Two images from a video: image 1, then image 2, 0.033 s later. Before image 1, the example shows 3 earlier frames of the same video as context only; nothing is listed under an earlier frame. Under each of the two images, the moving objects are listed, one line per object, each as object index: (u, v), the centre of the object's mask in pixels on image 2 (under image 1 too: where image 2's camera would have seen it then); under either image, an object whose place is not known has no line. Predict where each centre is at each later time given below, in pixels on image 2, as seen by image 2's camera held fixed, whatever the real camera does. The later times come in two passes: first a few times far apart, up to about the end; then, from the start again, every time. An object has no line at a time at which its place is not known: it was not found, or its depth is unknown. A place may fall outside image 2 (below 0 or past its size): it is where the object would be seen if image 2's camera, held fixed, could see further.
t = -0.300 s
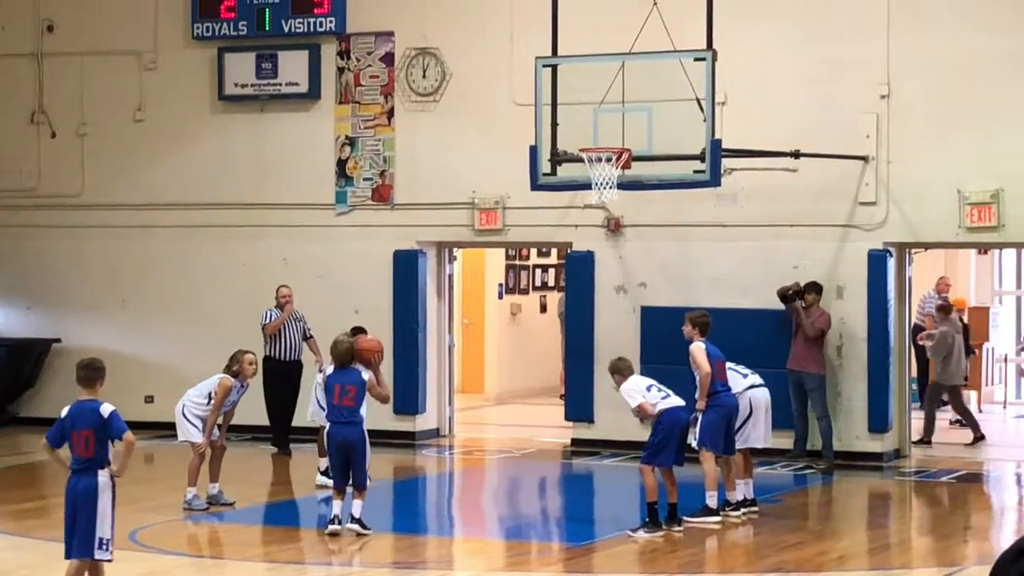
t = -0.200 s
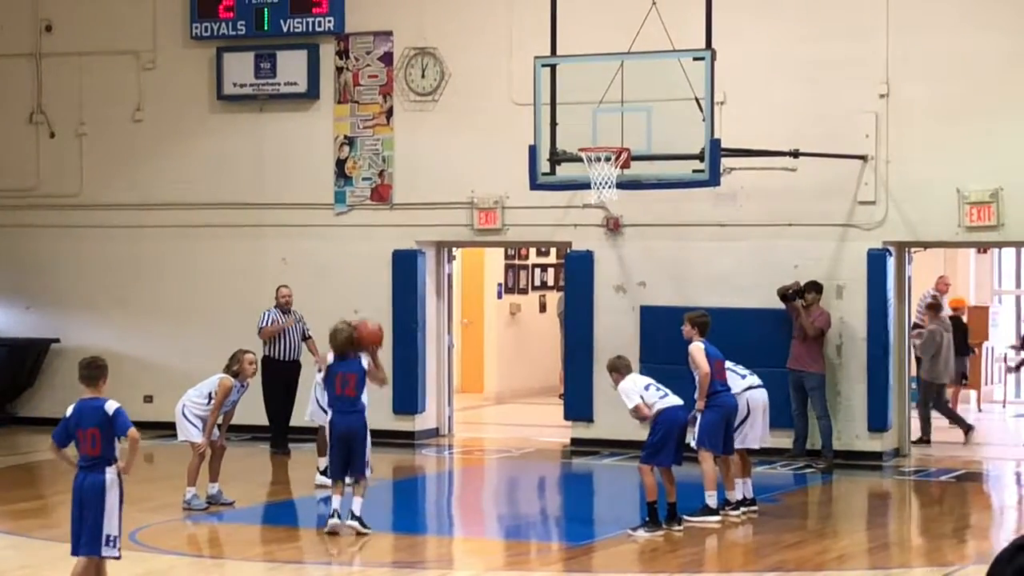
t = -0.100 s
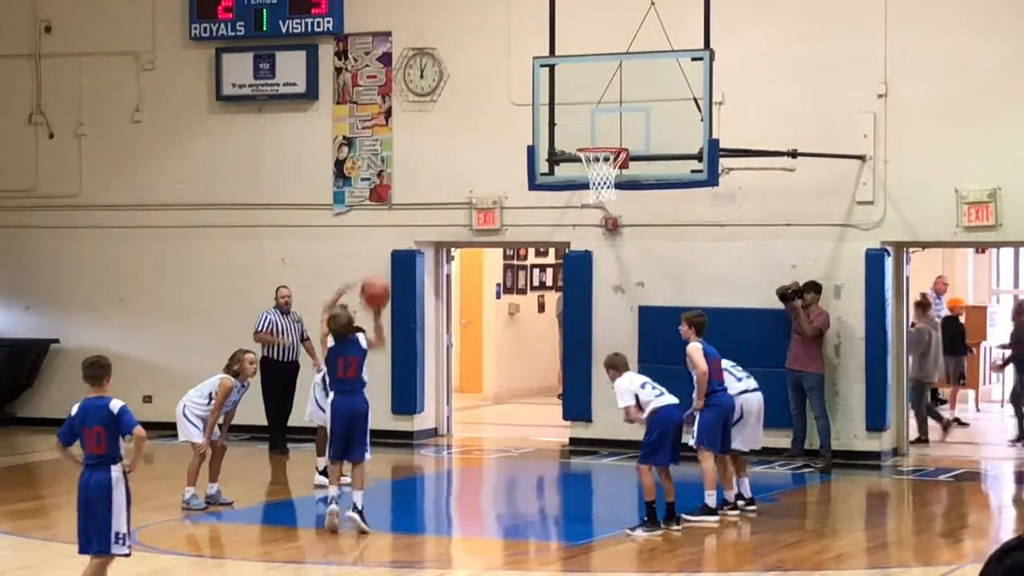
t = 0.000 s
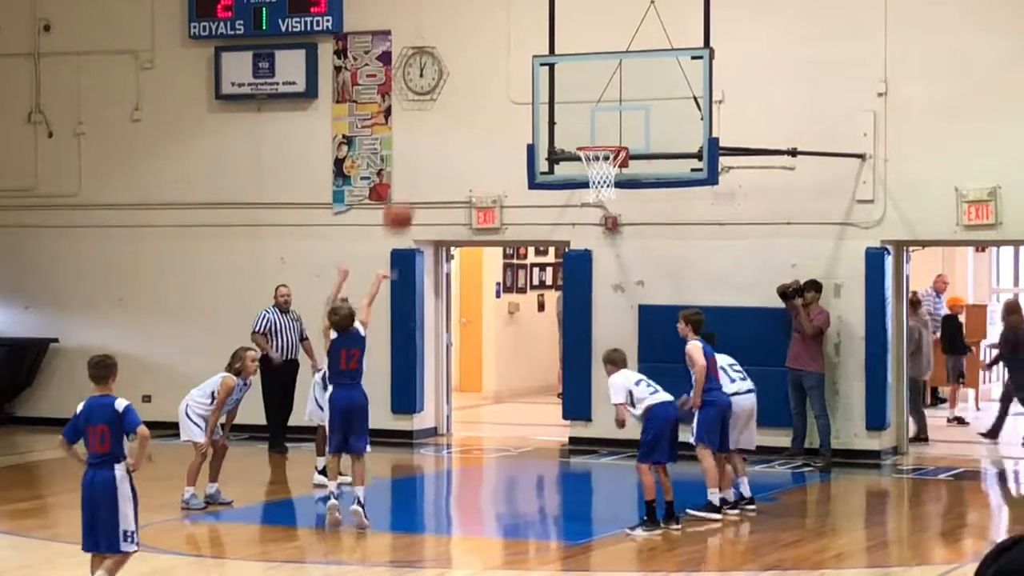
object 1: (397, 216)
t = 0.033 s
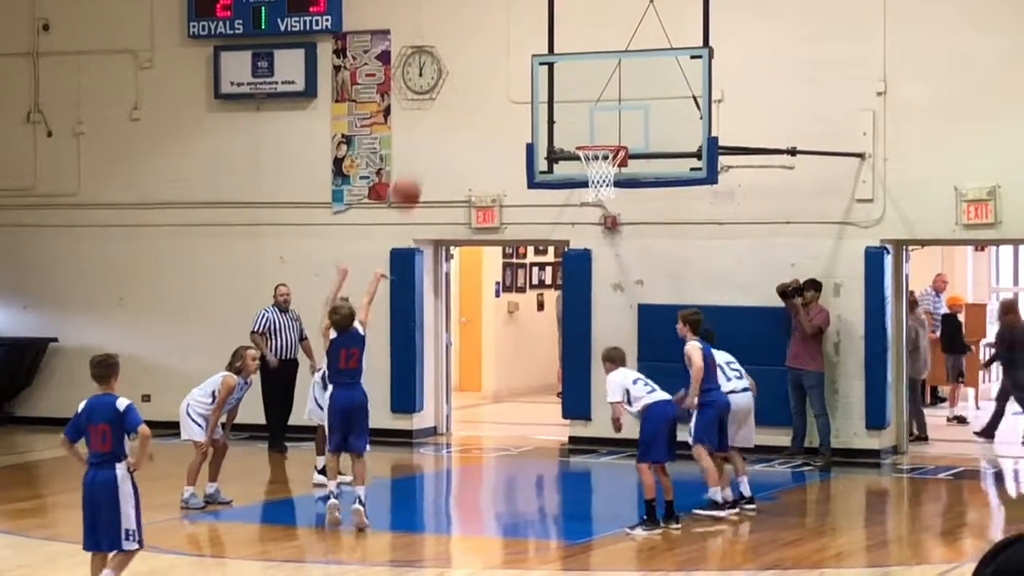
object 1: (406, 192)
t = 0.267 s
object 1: (463, 76)
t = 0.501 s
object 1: (513, 32)
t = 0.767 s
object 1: (567, 57)
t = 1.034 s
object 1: (607, 147)
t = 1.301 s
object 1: (581, 161)
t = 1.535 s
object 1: (601, 203)
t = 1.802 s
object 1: (627, 299)
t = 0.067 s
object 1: (414, 170)
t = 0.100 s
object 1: (423, 151)
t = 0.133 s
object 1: (431, 133)
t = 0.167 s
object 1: (439, 116)
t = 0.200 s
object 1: (447, 102)
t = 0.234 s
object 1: (455, 89)
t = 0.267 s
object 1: (463, 76)
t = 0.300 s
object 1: (470, 66)
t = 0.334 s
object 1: (477, 57)
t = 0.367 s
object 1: (484, 49)
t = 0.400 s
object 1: (491, 43)
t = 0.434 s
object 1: (499, 38)
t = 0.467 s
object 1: (506, 34)
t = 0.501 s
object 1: (513, 32)
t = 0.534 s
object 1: (519, 30)
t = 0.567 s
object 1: (526, 31)
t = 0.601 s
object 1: (533, 33)
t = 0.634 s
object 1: (540, 35)
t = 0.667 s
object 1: (547, 39)
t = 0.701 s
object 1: (553, 43)
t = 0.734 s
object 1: (559, 48)
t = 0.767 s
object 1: (567, 57)
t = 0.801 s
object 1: (571, 65)
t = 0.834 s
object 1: (577, 75)
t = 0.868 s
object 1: (583, 85)
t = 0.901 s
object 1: (589, 96)
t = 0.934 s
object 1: (595, 109)
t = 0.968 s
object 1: (601, 122)
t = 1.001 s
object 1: (606, 135)
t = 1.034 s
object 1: (607, 147)
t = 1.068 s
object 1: (600, 157)
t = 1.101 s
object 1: (588, 163)
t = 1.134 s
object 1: (583, 164)
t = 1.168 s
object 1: (580, 163)
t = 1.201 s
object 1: (580, 161)
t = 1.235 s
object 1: (580, 160)
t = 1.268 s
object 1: (580, 161)
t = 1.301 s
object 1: (581, 161)
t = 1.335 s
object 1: (583, 163)
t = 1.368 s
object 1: (584, 167)
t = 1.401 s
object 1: (588, 173)
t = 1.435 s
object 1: (590, 179)
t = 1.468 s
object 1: (593, 187)
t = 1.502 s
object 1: (596, 194)
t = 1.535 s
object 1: (601, 203)
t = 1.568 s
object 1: (605, 211)
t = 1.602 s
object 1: (607, 218)
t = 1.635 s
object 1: (610, 227)
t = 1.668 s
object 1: (613, 241)
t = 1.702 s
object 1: (617, 255)
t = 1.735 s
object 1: (620, 269)
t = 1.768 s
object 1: (623, 284)
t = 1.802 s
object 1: (627, 299)
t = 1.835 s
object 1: (630, 316)
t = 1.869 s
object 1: (633, 335)
